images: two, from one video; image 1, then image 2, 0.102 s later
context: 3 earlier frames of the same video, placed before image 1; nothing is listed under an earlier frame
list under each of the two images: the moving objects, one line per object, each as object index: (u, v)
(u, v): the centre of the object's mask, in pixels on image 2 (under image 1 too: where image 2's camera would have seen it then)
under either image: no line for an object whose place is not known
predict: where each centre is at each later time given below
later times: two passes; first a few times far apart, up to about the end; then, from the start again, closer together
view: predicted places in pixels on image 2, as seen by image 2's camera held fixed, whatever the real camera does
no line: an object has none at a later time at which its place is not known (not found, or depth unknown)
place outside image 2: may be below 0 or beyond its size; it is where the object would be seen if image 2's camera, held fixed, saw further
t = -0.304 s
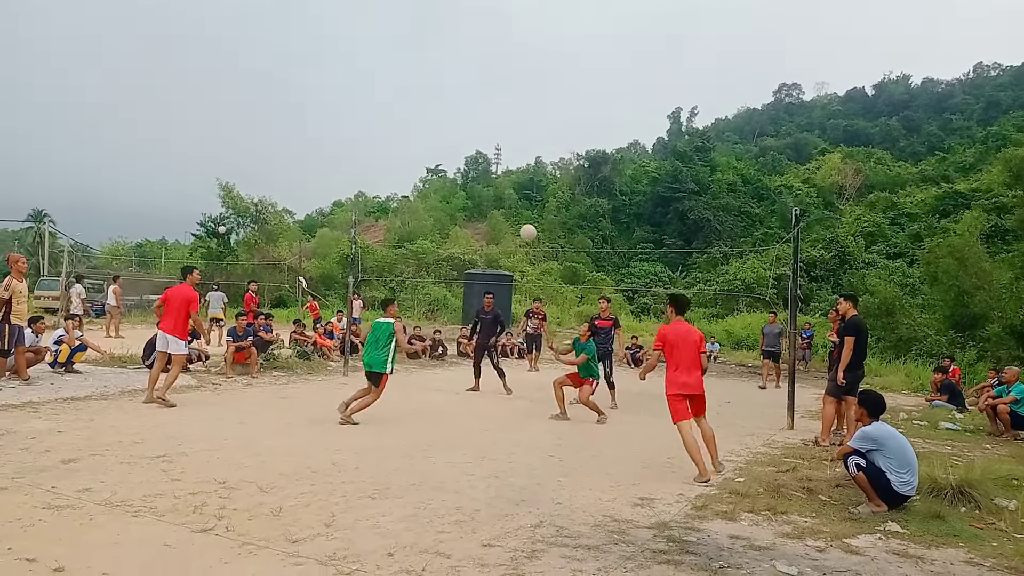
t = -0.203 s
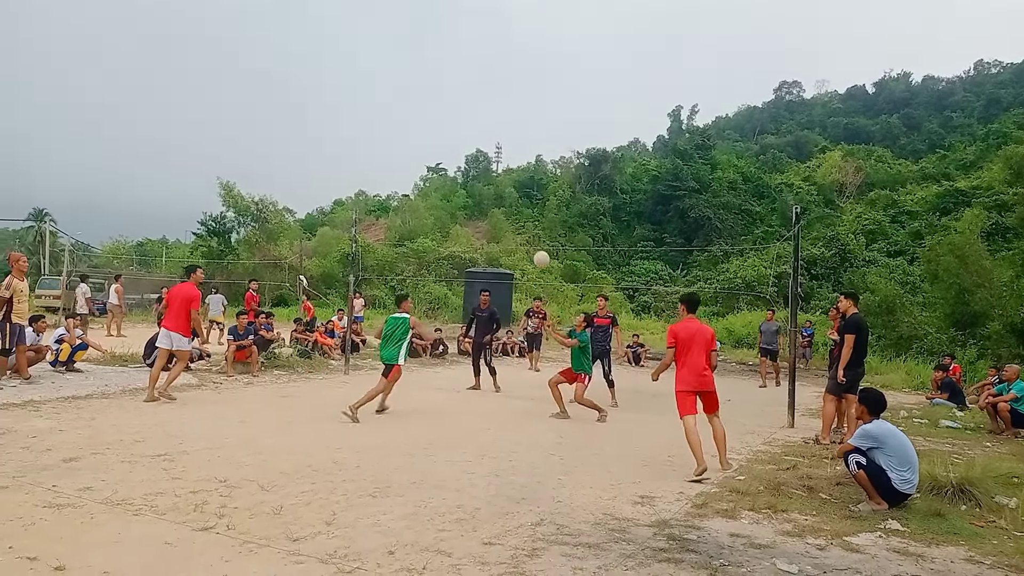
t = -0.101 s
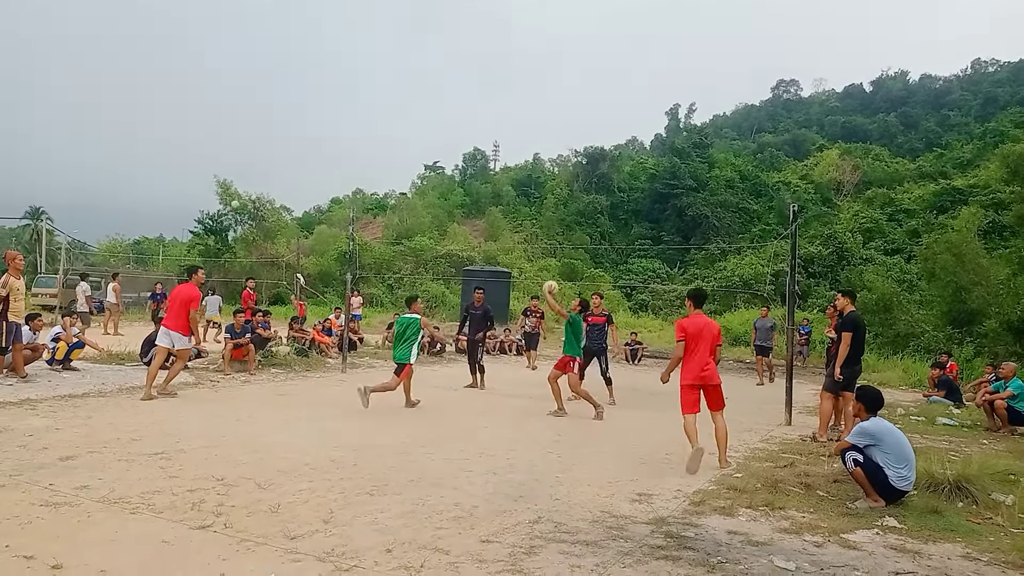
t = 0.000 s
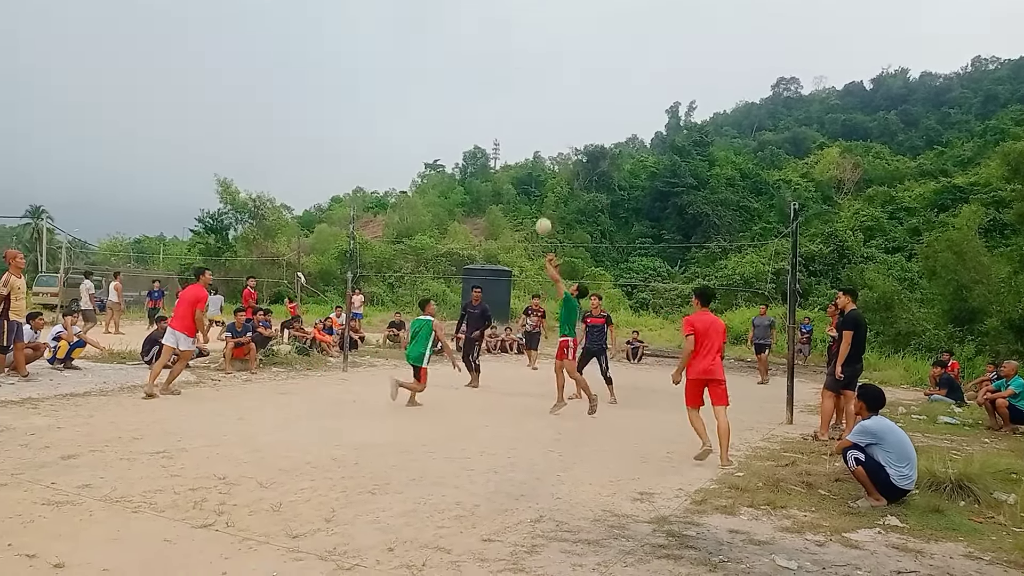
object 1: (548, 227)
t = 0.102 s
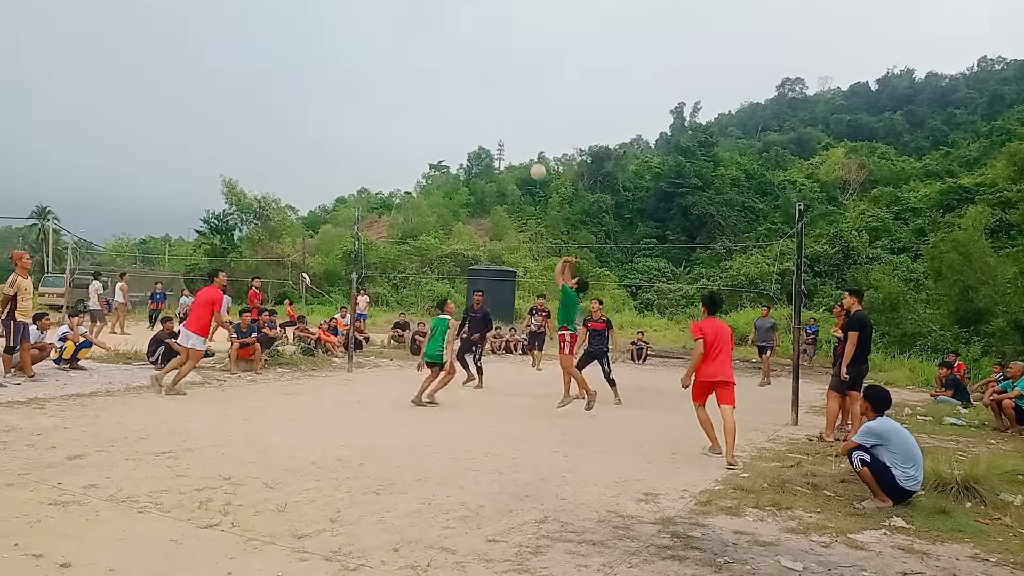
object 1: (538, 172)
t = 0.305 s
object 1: (519, 88)
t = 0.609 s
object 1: (490, 24)
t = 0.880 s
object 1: (464, 21)
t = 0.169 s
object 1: (532, 141)
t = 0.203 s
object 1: (528, 126)
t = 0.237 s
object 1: (525, 113)
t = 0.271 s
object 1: (522, 100)
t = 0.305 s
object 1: (519, 88)
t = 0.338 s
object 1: (515, 78)
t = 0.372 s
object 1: (512, 68)
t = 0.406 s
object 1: (509, 59)
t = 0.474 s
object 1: (503, 44)
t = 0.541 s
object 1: (496, 32)
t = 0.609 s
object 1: (490, 24)
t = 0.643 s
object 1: (486, 21)
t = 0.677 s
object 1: (483, 18)
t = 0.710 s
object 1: (481, 17)
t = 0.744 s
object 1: (477, 16)
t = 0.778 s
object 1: (473, 16)
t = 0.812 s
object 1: (471, 17)
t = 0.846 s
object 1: (468, 19)
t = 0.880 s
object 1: (464, 21)
